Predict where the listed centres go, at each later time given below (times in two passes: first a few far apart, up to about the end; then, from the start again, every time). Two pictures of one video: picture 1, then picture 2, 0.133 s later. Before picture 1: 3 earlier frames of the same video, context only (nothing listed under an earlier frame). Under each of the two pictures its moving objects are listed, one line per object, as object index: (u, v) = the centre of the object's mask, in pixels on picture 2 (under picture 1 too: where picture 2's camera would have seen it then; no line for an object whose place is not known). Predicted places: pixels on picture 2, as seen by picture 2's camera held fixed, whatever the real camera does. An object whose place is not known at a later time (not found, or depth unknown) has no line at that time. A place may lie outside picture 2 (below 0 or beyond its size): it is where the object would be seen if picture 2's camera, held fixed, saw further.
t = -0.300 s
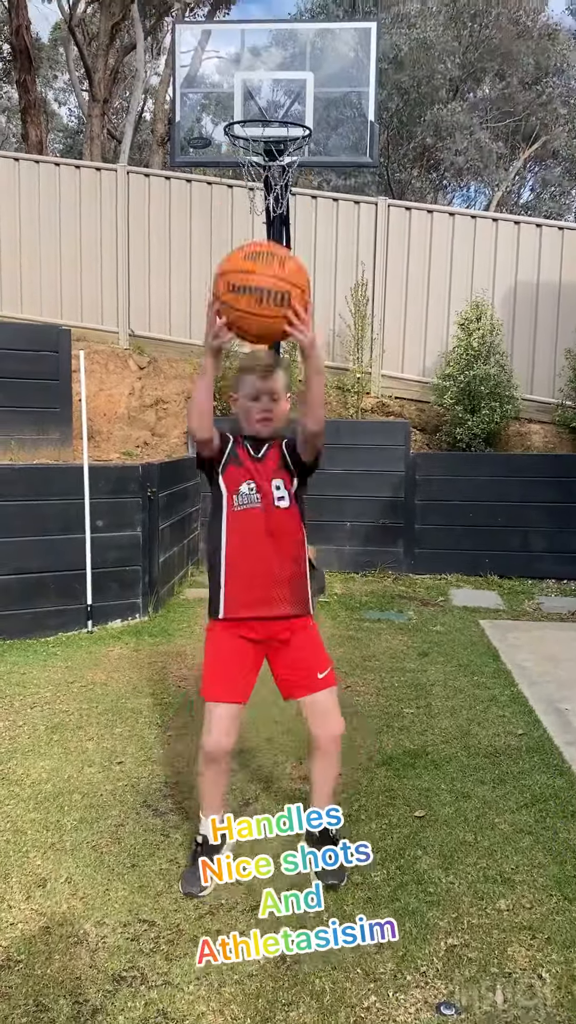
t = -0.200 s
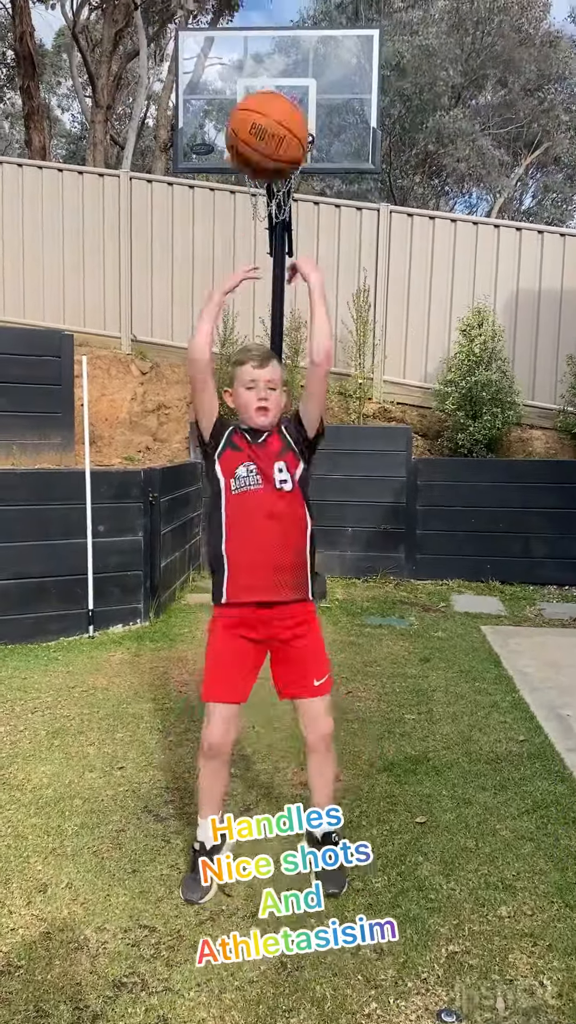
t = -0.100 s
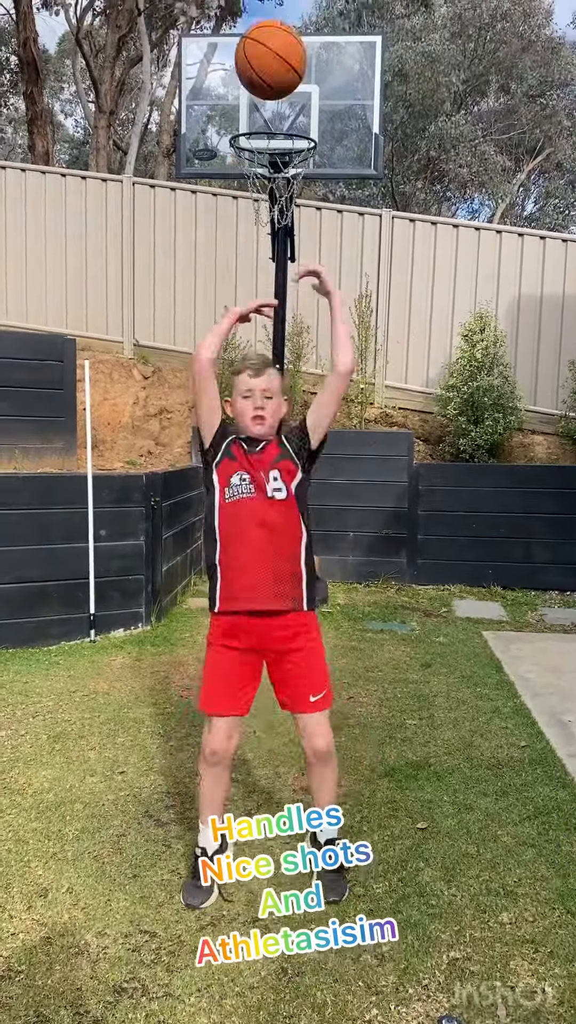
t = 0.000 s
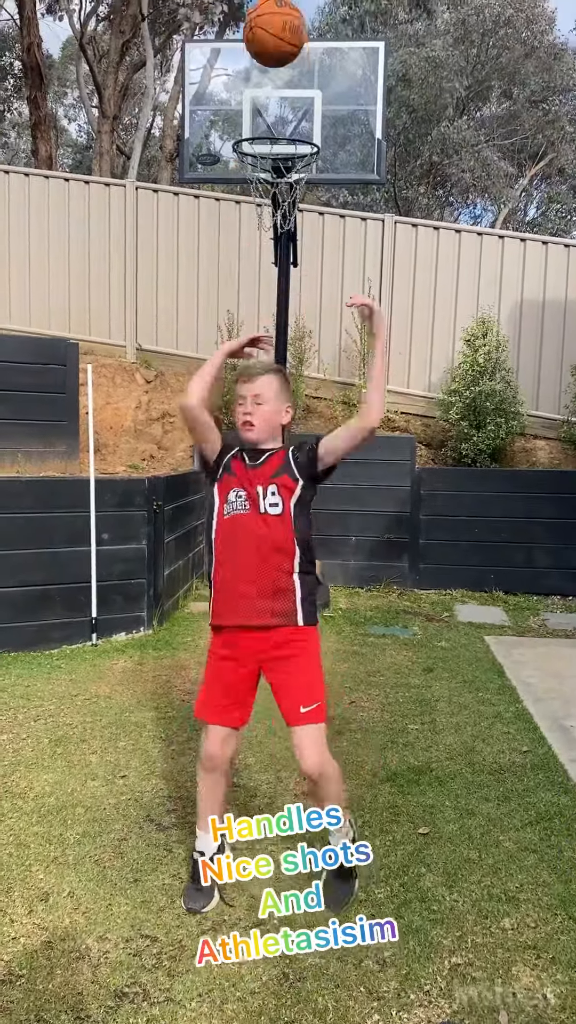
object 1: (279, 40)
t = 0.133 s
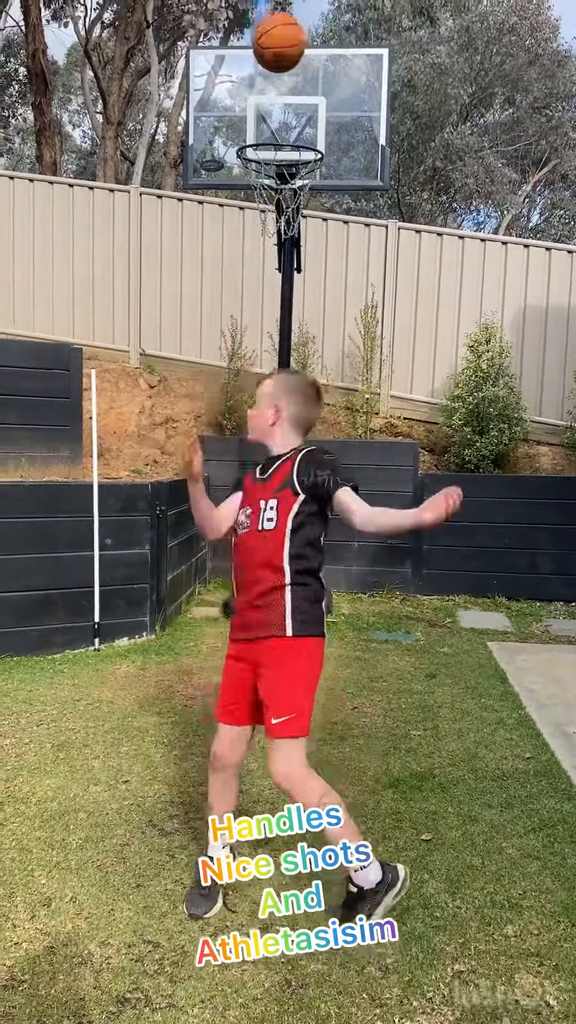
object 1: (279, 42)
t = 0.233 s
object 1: (278, 70)
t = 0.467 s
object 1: (282, 146)
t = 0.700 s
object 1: (276, 144)
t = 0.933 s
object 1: (294, 178)
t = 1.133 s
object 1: (282, 222)
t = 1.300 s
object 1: (271, 308)
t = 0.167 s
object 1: (279, 50)
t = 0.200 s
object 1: (278, 59)
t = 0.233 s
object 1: (278, 70)
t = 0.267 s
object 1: (278, 82)
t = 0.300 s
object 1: (277, 96)
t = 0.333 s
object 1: (277, 110)
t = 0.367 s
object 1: (278, 124)
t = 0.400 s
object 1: (277, 144)
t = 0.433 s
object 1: (279, 151)
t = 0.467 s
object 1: (282, 146)
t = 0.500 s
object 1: (287, 141)
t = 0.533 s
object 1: (285, 139)
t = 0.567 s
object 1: (281, 137)
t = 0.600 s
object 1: (278, 137)
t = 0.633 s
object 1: (275, 141)
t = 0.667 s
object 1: (272, 144)
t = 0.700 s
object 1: (276, 144)
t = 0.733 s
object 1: (278, 145)
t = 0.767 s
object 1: (282, 147)
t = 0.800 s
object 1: (285, 151)
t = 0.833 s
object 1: (288, 158)
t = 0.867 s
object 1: (292, 165)
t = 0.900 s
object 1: (295, 172)
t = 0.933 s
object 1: (294, 178)
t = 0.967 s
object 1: (292, 182)
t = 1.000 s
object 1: (291, 187)
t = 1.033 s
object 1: (288, 193)
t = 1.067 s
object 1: (286, 201)
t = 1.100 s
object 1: (284, 210)
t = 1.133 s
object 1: (282, 222)
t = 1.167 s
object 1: (280, 235)
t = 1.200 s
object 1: (278, 250)
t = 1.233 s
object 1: (275, 267)
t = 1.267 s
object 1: (273, 287)
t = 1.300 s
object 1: (271, 308)
